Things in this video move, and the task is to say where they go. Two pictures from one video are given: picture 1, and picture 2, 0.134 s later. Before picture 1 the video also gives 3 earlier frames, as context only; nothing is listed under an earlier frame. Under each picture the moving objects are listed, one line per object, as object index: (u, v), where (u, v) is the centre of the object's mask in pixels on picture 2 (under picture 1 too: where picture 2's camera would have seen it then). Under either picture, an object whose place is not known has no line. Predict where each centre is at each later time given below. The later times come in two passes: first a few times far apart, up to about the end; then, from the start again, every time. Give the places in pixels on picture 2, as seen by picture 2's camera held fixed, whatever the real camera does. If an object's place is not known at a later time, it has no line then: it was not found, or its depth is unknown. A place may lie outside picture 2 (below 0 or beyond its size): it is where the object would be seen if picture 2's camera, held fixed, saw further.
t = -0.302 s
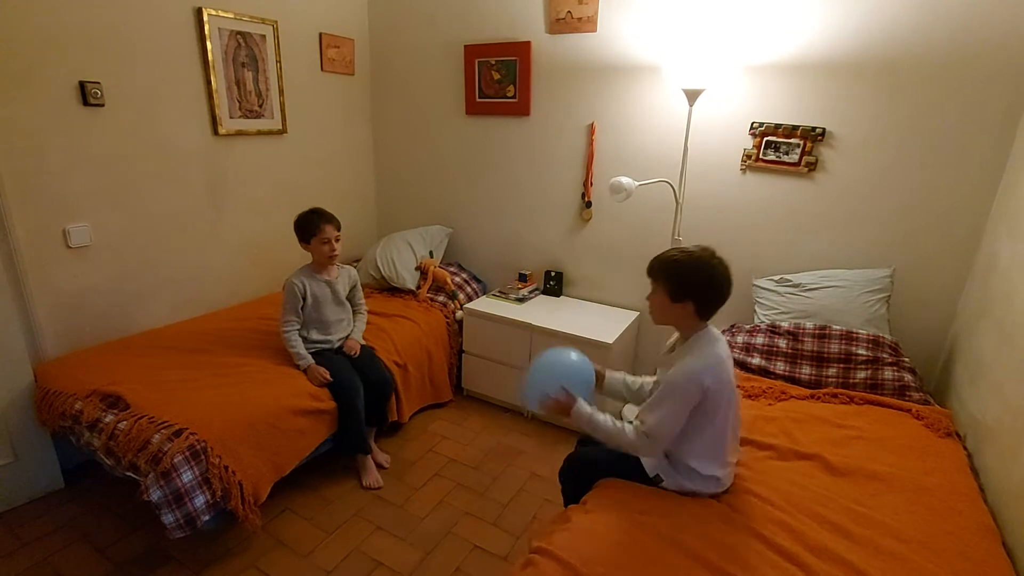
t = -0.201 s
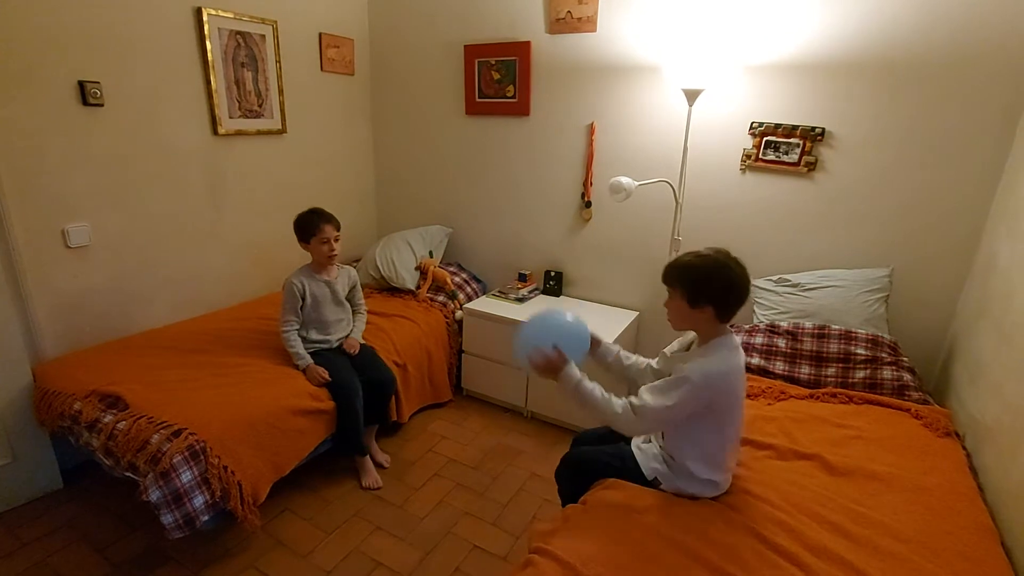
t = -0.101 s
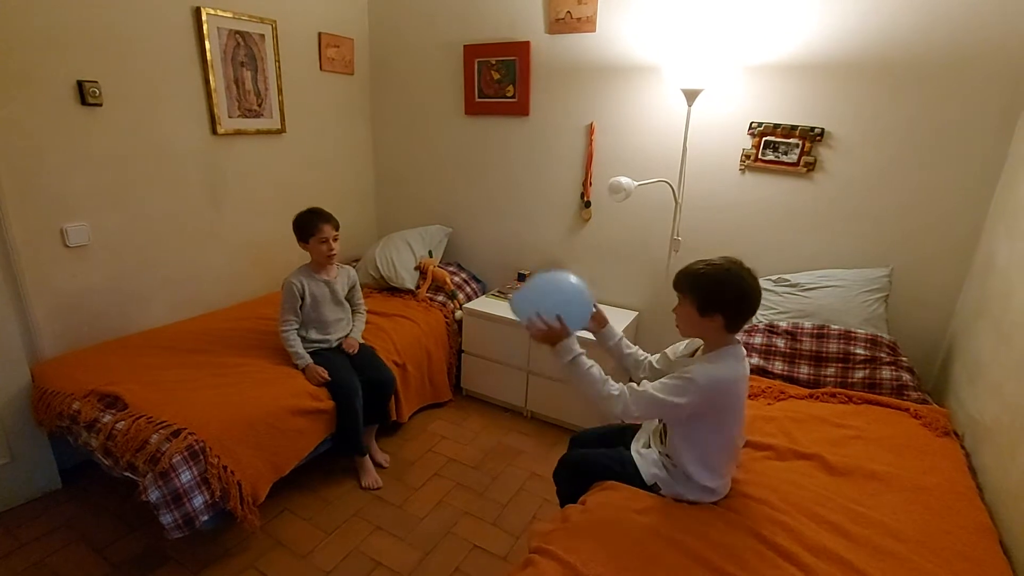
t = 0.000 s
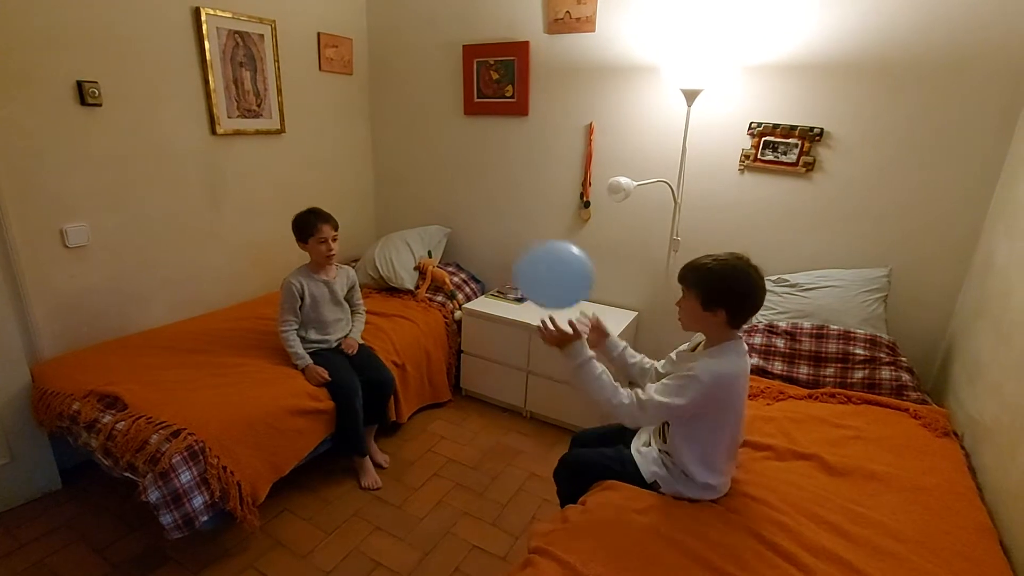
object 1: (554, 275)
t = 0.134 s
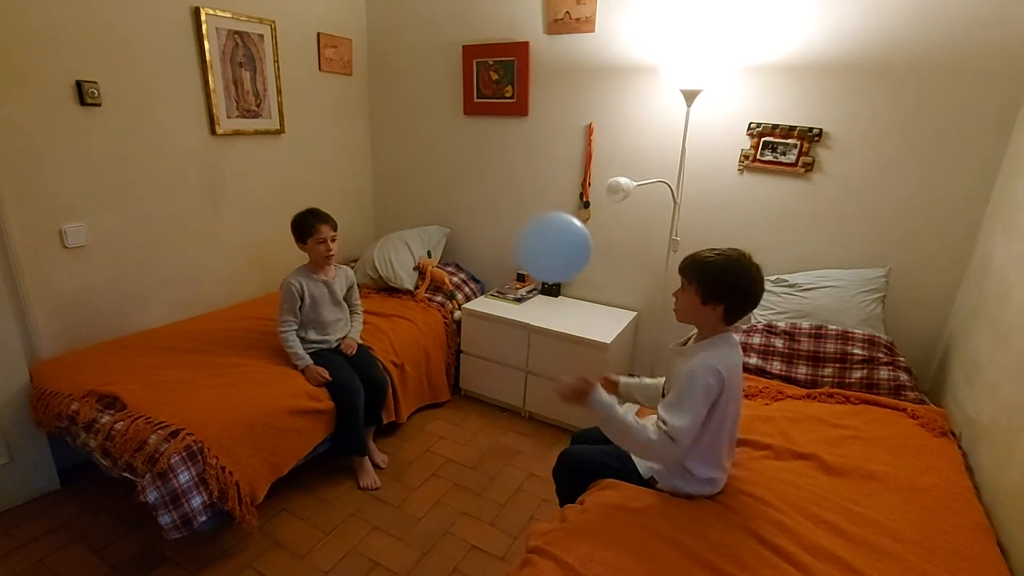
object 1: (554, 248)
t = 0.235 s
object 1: (552, 235)
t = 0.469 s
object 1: (545, 227)
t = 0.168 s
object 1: (553, 243)
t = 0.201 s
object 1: (552, 239)
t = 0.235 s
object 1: (552, 235)
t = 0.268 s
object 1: (551, 232)
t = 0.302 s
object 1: (550, 230)
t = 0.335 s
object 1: (549, 229)
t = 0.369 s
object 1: (548, 228)
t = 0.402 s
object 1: (547, 227)
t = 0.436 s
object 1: (546, 227)
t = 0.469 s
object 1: (545, 227)
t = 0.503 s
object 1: (545, 228)
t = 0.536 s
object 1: (544, 231)
